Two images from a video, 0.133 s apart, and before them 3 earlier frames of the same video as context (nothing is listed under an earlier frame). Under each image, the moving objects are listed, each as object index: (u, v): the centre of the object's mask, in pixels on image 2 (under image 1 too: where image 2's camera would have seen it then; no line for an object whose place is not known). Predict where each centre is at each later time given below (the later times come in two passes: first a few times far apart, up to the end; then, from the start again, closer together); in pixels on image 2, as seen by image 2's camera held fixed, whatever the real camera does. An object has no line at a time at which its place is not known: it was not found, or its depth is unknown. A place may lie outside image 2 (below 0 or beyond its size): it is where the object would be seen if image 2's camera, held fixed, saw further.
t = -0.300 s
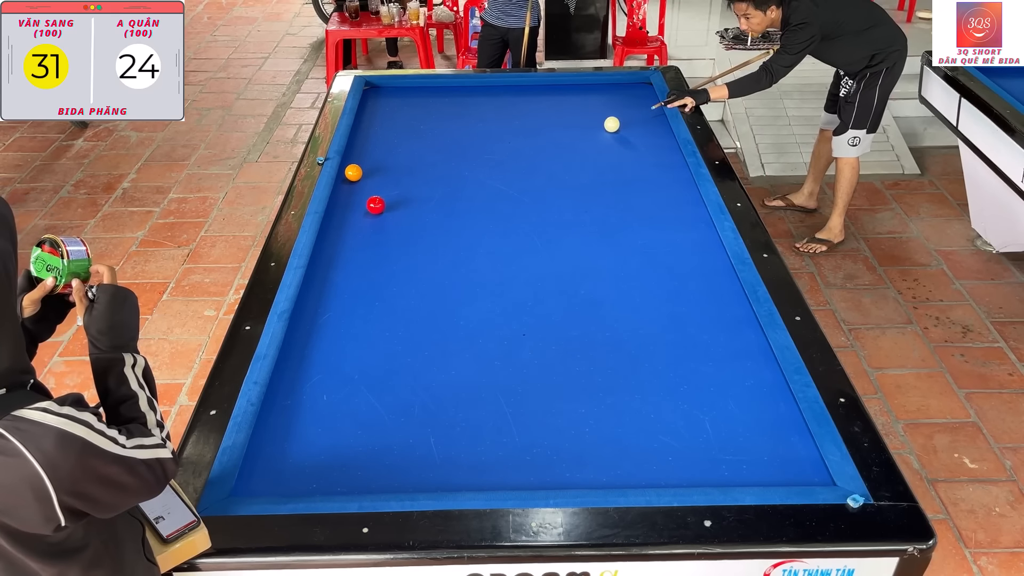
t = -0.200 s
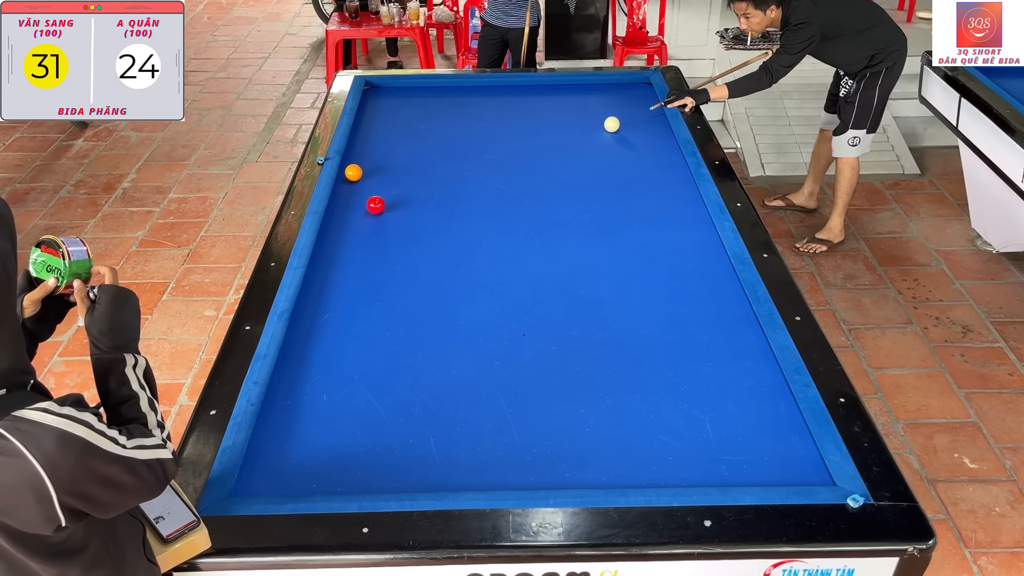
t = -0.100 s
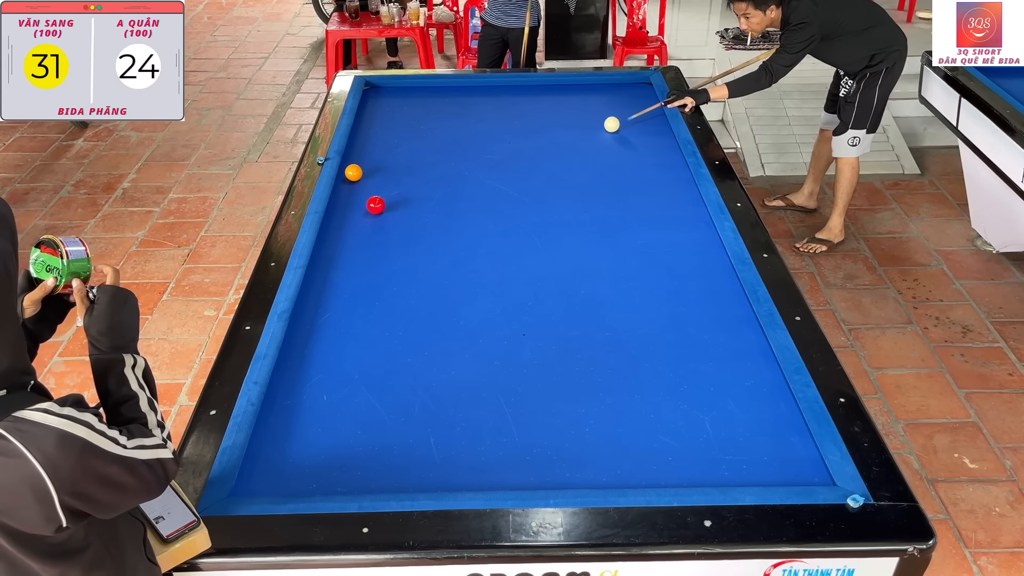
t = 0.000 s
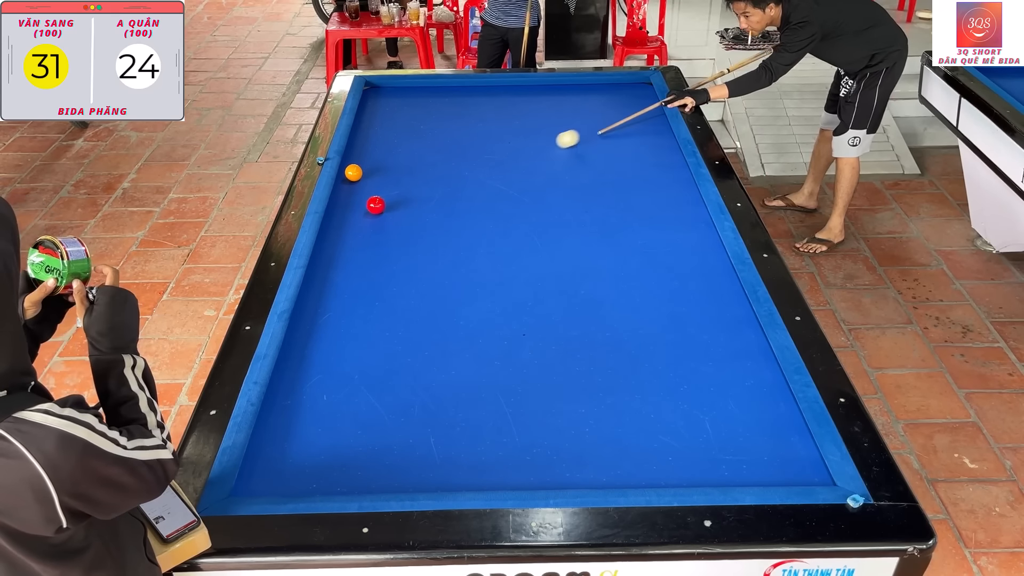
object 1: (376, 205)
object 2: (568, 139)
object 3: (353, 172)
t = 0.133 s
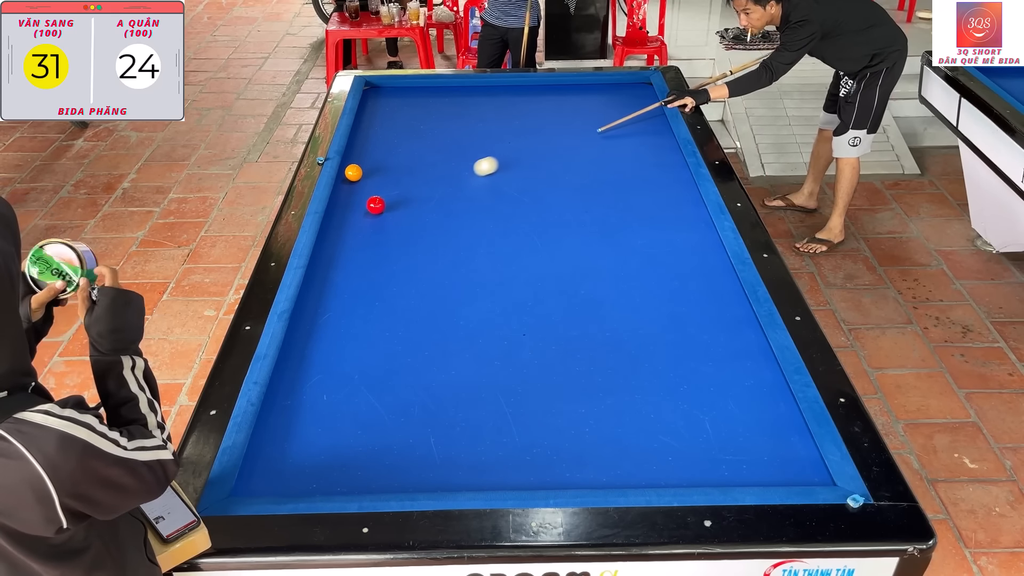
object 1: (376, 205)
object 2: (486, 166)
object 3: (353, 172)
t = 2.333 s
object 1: (681, 322)
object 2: (368, 158)
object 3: (368, 126)
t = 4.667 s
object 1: (427, 146)
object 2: (377, 149)
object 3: (385, 95)
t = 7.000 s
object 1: (387, 93)
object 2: (377, 149)
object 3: (399, 84)
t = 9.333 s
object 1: (388, 94)
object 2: (377, 149)
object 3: (405, 84)
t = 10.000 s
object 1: (388, 94)
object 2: (377, 149)
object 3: (405, 84)
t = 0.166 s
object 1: (376, 205)
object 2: (465, 173)
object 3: (353, 172)
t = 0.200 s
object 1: (376, 205)
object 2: (443, 180)
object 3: (353, 172)
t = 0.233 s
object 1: (376, 205)
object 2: (422, 187)
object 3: (353, 172)
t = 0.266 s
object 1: (376, 205)
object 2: (400, 194)
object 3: (353, 172)
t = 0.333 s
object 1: (350, 219)
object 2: (380, 196)
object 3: (353, 172)
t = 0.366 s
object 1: (333, 228)
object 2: (375, 194)
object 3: (353, 172)
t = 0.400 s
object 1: (330, 236)
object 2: (371, 192)
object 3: (353, 172)
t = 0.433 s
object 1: (341, 243)
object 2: (367, 191)
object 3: (353, 172)
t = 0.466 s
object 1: (352, 250)
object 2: (363, 189)
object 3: (353, 172)
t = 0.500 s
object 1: (362, 257)
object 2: (361, 187)
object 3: (353, 172)
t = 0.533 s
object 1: (372, 264)
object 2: (358, 186)
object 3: (353, 171)
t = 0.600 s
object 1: (393, 278)
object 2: (354, 182)
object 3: (353, 170)
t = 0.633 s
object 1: (403, 286)
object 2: (353, 180)
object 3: (354, 169)
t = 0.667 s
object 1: (413, 293)
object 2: (352, 180)
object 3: (354, 168)
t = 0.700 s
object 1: (422, 300)
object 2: (350, 180)
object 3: (354, 167)
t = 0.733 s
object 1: (432, 307)
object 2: (349, 179)
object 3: (353, 167)
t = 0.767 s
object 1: (441, 315)
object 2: (348, 179)
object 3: (353, 166)
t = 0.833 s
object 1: (460, 330)
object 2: (346, 178)
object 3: (353, 164)
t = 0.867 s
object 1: (470, 337)
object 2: (345, 178)
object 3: (353, 163)
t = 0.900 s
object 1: (480, 345)
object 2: (345, 177)
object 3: (353, 162)
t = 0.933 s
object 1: (490, 354)
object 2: (346, 177)
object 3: (353, 161)
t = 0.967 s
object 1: (501, 362)
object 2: (346, 176)
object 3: (353, 160)
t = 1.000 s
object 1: (511, 370)
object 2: (347, 176)
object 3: (352, 159)
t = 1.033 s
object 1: (522, 379)
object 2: (348, 175)
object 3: (352, 158)
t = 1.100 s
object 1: (545, 398)
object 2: (349, 174)
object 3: (352, 156)
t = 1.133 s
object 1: (557, 407)
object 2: (350, 173)
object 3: (352, 155)
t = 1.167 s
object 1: (570, 417)
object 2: (351, 173)
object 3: (352, 154)
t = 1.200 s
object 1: (582, 427)
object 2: (351, 172)
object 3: (352, 153)
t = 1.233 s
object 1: (595, 437)
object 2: (352, 172)
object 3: (352, 152)
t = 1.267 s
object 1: (609, 448)
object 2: (353, 171)
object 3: (353, 151)
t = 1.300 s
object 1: (623, 459)
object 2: (353, 171)
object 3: (353, 150)
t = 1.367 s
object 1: (650, 478)
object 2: (355, 170)
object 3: (354, 148)
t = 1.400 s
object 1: (661, 474)
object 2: (355, 169)
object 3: (355, 147)
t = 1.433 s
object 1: (669, 465)
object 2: (356, 169)
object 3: (355, 147)
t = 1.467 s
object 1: (677, 456)
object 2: (356, 169)
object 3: (356, 146)
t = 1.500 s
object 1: (685, 448)
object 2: (357, 168)
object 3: (356, 145)
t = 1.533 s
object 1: (693, 440)
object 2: (357, 168)
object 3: (357, 144)
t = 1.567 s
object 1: (701, 433)
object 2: (358, 167)
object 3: (357, 143)
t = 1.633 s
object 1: (716, 420)
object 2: (359, 166)
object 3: (358, 142)
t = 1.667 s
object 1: (724, 414)
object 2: (360, 166)
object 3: (359, 141)
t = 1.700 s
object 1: (732, 409)
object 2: (360, 165)
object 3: (360, 140)
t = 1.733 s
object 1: (740, 403)
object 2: (361, 165)
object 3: (360, 139)
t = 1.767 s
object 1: (747, 398)
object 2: (361, 165)
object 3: (361, 138)
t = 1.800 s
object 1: (755, 393)
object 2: (362, 164)
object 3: (361, 138)
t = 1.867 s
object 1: (769, 383)
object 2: (363, 163)
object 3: (362, 136)
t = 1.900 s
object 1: (773, 378)
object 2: (363, 163)
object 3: (362, 135)
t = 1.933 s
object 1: (763, 373)
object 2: (364, 163)
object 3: (363, 135)
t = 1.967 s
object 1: (754, 369)
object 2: (364, 162)
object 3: (363, 134)
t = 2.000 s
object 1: (746, 364)
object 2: (364, 162)
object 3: (364, 133)
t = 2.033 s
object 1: (738, 360)
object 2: (365, 161)
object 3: (364, 132)
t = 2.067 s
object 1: (730, 355)
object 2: (365, 161)
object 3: (365, 132)
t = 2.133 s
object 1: (717, 346)
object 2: (366, 160)
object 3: (366, 130)
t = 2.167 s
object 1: (711, 342)
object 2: (366, 160)
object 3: (366, 130)
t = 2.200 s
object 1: (705, 338)
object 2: (367, 159)
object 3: (366, 129)
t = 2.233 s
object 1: (699, 334)
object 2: (367, 159)
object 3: (367, 128)
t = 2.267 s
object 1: (693, 330)
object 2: (367, 159)
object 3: (367, 127)
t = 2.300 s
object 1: (687, 326)
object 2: (368, 158)
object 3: (368, 127)
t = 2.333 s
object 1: (681, 322)
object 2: (368, 158)
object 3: (368, 126)
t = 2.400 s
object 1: (670, 314)
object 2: (369, 157)
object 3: (369, 125)
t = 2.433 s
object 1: (665, 311)
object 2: (369, 157)
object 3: (369, 124)
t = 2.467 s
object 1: (659, 307)
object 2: (369, 157)
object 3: (370, 124)
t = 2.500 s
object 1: (654, 303)
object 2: (369, 156)
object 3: (370, 123)
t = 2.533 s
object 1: (649, 300)
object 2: (370, 156)
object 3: (370, 122)
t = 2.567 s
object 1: (643, 296)
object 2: (370, 156)
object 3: (371, 122)
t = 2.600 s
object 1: (638, 293)
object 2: (370, 155)
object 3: (371, 121)
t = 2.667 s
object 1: (628, 286)
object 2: (371, 155)
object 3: (372, 120)
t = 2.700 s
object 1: (624, 283)
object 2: (371, 154)
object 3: (372, 119)
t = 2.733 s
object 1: (619, 279)
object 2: (371, 154)
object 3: (373, 119)
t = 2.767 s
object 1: (614, 276)
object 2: (371, 154)
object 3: (373, 118)
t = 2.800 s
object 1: (609, 273)
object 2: (371, 154)
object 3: (373, 118)
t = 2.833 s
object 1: (605, 270)
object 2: (372, 154)
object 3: (374, 117)
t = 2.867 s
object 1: (601, 267)
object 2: (372, 153)
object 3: (374, 116)
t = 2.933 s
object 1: (592, 261)
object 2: (372, 153)
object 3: (375, 115)
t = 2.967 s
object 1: (587, 258)
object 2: (373, 153)
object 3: (375, 115)
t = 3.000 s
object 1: (583, 255)
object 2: (373, 152)
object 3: (375, 114)
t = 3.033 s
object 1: (579, 252)
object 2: (373, 152)
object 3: (376, 114)
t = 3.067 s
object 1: (575, 249)
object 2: (373, 152)
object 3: (376, 113)
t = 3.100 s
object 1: (571, 246)
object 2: (373, 152)
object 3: (376, 113)
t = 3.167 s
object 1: (563, 241)
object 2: (374, 151)
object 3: (377, 112)
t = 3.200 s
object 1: (559, 238)
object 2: (374, 151)
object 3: (377, 111)
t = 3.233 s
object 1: (555, 236)
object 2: (374, 151)
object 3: (377, 111)
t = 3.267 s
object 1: (551, 233)
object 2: (374, 151)
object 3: (378, 110)
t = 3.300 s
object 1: (548, 230)
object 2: (375, 151)
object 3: (378, 110)
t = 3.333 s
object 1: (544, 228)
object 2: (375, 151)
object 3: (378, 109)
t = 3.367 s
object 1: (540, 225)
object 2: (375, 150)
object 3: (379, 109)
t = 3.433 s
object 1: (533, 220)
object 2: (375, 150)
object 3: (379, 108)
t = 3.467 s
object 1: (530, 218)
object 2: (375, 150)
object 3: (379, 108)
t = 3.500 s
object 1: (526, 216)
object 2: (376, 150)
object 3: (379, 107)
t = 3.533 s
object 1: (523, 213)
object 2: (376, 150)
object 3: (380, 106)
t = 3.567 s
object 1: (520, 211)
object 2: (376, 150)
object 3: (380, 106)
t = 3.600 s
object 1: (516, 209)
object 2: (376, 150)
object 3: (380, 106)
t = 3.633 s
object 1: (513, 206)
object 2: (376, 149)
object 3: (380, 105)
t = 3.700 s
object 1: (507, 202)
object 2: (376, 149)
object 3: (381, 105)
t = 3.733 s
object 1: (503, 200)
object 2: (376, 149)
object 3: (381, 104)
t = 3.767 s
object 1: (500, 198)
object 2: (376, 149)
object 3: (381, 104)
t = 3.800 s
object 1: (497, 195)
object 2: (376, 149)
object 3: (381, 103)
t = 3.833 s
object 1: (494, 193)
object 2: (376, 149)
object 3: (382, 103)
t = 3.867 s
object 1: (491, 191)
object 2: (376, 149)
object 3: (382, 103)
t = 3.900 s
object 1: (488, 189)
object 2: (376, 149)
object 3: (382, 102)
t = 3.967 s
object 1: (482, 185)
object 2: (377, 149)
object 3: (382, 101)
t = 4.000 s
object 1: (479, 183)
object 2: (377, 149)
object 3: (382, 101)
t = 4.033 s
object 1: (476, 181)
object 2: (377, 149)
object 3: (383, 101)
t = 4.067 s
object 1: (473, 179)
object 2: (377, 149)
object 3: (383, 100)
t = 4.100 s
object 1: (471, 177)
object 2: (377, 149)
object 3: (383, 100)
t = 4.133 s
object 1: (468, 175)
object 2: (377, 149)
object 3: (383, 100)
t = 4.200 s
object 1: (462, 171)
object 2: (376, 149)
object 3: (383, 99)
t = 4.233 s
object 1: (460, 169)
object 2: (376, 149)
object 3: (383, 99)
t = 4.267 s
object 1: (457, 167)
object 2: (377, 149)
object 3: (384, 98)
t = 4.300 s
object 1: (454, 165)
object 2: (376, 149)
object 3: (384, 98)
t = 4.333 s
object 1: (452, 163)
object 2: (376, 149)
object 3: (384, 98)
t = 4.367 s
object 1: (449, 162)
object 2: (376, 149)
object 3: (384, 97)
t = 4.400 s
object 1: (446, 160)
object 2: (376, 149)
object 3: (384, 97)
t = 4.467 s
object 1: (441, 156)
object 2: (377, 149)
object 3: (384, 96)
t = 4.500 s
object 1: (439, 155)
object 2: (376, 149)
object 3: (385, 96)
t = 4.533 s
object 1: (437, 153)
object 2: (377, 149)
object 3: (385, 96)
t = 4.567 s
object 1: (434, 151)
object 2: (377, 149)
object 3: (385, 95)
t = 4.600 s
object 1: (432, 150)
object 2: (377, 149)
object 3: (385, 95)
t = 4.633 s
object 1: (429, 148)
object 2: (376, 149)
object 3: (385, 95)
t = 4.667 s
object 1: (427, 146)
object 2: (377, 149)
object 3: (385, 95)
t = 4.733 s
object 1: (422, 143)
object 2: (377, 149)
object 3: (385, 94)
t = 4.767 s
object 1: (420, 141)
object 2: (377, 149)
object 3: (385, 94)
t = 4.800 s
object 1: (418, 140)
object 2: (376, 149)
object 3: (385, 93)
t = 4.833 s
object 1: (415, 138)
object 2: (376, 149)
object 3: (386, 93)
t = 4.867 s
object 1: (413, 137)
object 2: (377, 149)
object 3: (386, 93)
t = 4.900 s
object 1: (411, 135)
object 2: (377, 149)
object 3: (386, 93)
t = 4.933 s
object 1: (409, 134)
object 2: (377, 149)
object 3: (386, 93)
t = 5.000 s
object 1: (404, 131)
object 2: (377, 149)
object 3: (386, 92)
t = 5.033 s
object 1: (403, 129)
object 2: (377, 149)
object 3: (386, 92)
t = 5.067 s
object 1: (400, 128)
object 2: (377, 149)
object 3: (386, 92)
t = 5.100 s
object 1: (398, 126)
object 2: (377, 149)
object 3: (386, 91)
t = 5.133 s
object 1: (396, 125)
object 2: (377, 149)
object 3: (386, 91)
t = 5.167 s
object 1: (394, 123)
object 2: (377, 149)
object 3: (386, 91)
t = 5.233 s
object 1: (390, 121)
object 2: (377, 149)
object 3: (386, 91)
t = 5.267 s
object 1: (388, 120)
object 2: (377, 149)
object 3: (386, 90)
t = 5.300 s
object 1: (386, 118)
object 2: (377, 149)
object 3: (386, 90)
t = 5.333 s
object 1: (384, 117)
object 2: (377, 149)
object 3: (386, 90)
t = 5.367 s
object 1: (382, 115)
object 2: (377, 149)
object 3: (386, 90)
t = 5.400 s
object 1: (380, 114)
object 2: (377, 149)
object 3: (386, 90)
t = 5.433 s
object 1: (378, 113)
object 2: (377, 149)
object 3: (386, 89)
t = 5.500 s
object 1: (375, 110)
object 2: (377, 149)
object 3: (386, 89)
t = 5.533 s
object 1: (373, 109)
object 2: (377, 149)
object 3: (386, 89)
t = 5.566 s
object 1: (371, 108)
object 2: (377, 149)
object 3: (386, 89)
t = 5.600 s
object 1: (369, 106)
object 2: (377, 149)
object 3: (386, 89)
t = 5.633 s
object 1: (368, 105)
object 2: (377, 149)
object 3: (386, 89)
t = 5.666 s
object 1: (366, 104)
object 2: (377, 149)
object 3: (386, 88)
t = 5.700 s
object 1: (367, 103)
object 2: (377, 149)
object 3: (386, 88)
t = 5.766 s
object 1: (370, 101)
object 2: (377, 149)
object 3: (386, 88)
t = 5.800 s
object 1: (371, 100)
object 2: (377, 149)
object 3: (386, 88)
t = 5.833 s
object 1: (373, 99)
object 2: (377, 149)
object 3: (386, 88)
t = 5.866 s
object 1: (374, 98)
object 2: (377, 149)
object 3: (386, 88)
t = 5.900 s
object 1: (375, 97)
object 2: (377, 149)
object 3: (386, 87)
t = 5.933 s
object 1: (376, 96)
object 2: (377, 149)
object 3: (387, 87)
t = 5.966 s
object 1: (377, 96)
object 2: (377, 149)
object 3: (387, 87)
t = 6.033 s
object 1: (380, 94)
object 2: (377, 149)
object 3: (387, 86)
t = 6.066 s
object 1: (381, 93)
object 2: (377, 149)
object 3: (388, 86)
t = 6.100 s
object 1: (382, 92)
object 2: (377, 149)
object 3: (388, 85)
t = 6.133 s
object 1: (383, 92)
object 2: (377, 149)
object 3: (388, 84)
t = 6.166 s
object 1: (383, 92)
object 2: (377, 149)
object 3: (389, 84)
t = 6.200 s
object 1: (384, 92)
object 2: (377, 149)
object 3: (389, 83)
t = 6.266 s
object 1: (385, 91)
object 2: (377, 149)
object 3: (390, 83)
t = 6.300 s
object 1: (385, 91)
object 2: (377, 149)
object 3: (390, 83)
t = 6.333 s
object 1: (386, 91)
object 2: (377, 149)
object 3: (391, 83)
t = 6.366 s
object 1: (386, 91)
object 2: (377, 149)
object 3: (391, 83)
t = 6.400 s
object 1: (386, 91)
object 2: (377, 149)
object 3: (392, 84)
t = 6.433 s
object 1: (386, 91)
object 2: (377, 149)
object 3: (393, 83)
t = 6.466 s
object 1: (386, 91)
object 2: (377, 149)
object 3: (393, 84)
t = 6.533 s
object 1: (386, 91)
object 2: (377, 149)
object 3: (394, 84)
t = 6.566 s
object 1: (386, 91)
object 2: (377, 149)
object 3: (394, 84)
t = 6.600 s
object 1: (387, 91)
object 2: (377, 149)
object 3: (395, 84)
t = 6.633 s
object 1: (387, 92)
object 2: (377, 149)
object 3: (395, 84)
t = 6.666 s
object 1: (387, 92)
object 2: (377, 149)
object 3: (395, 84)
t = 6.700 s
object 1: (387, 92)
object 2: (377, 149)
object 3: (396, 84)
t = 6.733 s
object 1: (387, 92)
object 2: (377, 149)
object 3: (396, 84)
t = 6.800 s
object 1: (387, 92)
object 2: (377, 149)
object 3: (397, 84)
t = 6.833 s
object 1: (387, 92)
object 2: (377, 149)
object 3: (397, 84)
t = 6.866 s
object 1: (387, 92)
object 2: (377, 149)
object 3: (398, 84)
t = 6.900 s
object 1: (387, 92)
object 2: (377, 149)
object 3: (398, 84)
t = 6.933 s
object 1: (387, 92)
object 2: (377, 149)
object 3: (399, 84)
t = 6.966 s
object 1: (387, 92)
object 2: (377, 149)
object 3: (399, 84)
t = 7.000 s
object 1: (387, 93)
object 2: (377, 149)
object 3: (399, 84)
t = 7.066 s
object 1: (387, 93)
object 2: (377, 149)
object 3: (400, 84)
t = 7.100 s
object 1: (387, 93)
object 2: (377, 149)
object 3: (400, 84)
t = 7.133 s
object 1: (387, 93)
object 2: (377, 149)
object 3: (401, 84)
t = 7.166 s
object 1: (387, 93)
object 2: (377, 149)
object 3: (401, 84)
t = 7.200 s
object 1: (387, 93)
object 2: (377, 149)
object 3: (402, 84)
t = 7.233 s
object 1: (387, 93)
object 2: (377, 149)
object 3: (402, 84)
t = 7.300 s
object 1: (387, 93)
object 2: (377, 149)
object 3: (402, 84)
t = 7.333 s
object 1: (387, 94)
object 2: (376, 149)
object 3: (403, 84)
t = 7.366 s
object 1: (387, 94)
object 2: (377, 149)
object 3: (403, 84)
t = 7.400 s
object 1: (387, 94)
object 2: (377, 149)
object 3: (403, 84)
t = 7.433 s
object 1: (387, 94)
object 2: (377, 149)
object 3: (403, 84)
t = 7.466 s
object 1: (387, 94)
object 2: (377, 149)
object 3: (404, 84)
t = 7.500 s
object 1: (387, 94)
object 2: (377, 149)
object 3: (404, 84)
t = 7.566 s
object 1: (387, 94)
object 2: (377, 149)
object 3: (404, 84)
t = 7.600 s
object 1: (387, 94)
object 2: (377, 149)
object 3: (404, 84)
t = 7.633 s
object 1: (387, 94)
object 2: (377, 149)
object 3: (405, 84)
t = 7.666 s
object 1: (387, 94)
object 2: (377, 149)
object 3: (405, 84)
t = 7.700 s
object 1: (387, 94)
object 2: (377, 149)
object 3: (405, 84)
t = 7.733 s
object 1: (387, 94)
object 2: (377, 149)
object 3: (405, 84)
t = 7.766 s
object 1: (387, 94)
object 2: (377, 149)
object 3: (405, 84)
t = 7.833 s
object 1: (387, 94)
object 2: (377, 149)
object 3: (405, 84)
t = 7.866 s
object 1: (388, 94)
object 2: (377, 149)
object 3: (405, 84)
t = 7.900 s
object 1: (388, 94)
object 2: (377, 149)
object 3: (405, 84)
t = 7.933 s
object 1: (388, 94)
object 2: (377, 149)
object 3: (405, 84)
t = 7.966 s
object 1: (388, 94)
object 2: (377, 149)
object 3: (405, 84)
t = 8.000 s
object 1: (388, 94)
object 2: (377, 149)
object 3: (405, 84)
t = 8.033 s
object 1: (388, 94)
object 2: (377, 149)
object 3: (405, 84)
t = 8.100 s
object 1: (388, 94)
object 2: (377, 149)
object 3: (405, 84)
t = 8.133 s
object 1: (388, 94)
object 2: (377, 149)
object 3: (405, 84)
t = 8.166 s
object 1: (388, 94)
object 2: (377, 149)
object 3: (405, 84)
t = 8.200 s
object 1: (388, 94)
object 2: (377, 149)
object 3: (405, 84)
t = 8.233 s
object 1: (388, 94)
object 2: (377, 149)
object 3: (405, 84)
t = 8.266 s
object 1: (388, 94)
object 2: (377, 149)
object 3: (405, 84)
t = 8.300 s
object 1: (388, 94)
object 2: (377, 149)
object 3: (405, 84)
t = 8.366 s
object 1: (388, 94)
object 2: (377, 149)
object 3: (405, 84)
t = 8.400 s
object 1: (388, 94)
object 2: (377, 149)
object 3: (405, 84)
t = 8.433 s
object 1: (388, 94)
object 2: (377, 149)
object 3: (405, 84)
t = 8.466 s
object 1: (388, 94)
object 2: (376, 149)
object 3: (405, 84)
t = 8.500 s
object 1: (388, 94)
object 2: (377, 149)
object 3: (405, 84)
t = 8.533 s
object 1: (388, 94)
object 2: (377, 149)
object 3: (405, 84)
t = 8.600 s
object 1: (388, 94)
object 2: (377, 149)
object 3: (405, 84)
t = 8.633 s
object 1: (388, 94)
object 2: (377, 149)
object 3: (405, 84)
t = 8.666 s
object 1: (388, 94)
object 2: (377, 149)
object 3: (405, 84)
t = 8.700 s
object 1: (388, 94)
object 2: (377, 149)
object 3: (405, 84)
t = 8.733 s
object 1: (388, 94)
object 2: (377, 149)
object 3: (405, 84)
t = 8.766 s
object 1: (388, 94)
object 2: (377, 149)
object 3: (405, 84)
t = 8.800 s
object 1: (388, 94)
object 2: (377, 149)
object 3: (405, 84)
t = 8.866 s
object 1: (388, 94)
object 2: (377, 149)
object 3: (405, 84)
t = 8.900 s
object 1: (388, 94)
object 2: (377, 149)
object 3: (405, 84)
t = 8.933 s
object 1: (388, 94)
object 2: (377, 149)
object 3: (405, 84)
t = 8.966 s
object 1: (388, 94)
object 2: (377, 149)
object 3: (405, 84)
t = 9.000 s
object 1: (388, 94)
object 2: (377, 149)
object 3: (405, 84)
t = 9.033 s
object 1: (388, 94)
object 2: (377, 149)
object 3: (405, 84)
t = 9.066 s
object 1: (388, 94)
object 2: (377, 149)
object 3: (405, 84)
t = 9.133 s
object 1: (388, 94)
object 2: (377, 149)
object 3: (405, 84)
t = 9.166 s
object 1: (388, 94)
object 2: (377, 149)
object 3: (405, 84)
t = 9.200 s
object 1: (388, 94)
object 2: (377, 149)
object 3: (405, 84)
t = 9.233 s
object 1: (388, 94)
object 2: (377, 149)
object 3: (405, 84)
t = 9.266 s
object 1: (388, 94)
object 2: (377, 149)
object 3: (405, 84)
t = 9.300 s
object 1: (388, 94)
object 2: (377, 149)
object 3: (405, 84)
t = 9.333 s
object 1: (388, 94)
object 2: (377, 149)
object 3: (405, 84)
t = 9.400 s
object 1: (388, 94)
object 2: (377, 149)
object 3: (405, 84)
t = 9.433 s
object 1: (388, 94)
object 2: (377, 149)
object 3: (405, 84)
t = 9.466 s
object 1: (388, 94)
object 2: (377, 149)
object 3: (405, 84)
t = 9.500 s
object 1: (388, 94)
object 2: (377, 149)
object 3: (405, 84)
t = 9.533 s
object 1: (388, 94)
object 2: (377, 149)
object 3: (405, 84)
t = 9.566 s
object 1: (388, 94)
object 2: (377, 149)
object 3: (405, 84)
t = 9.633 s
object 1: (388, 94)
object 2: (377, 149)
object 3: (405, 84)
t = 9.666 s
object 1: (388, 94)
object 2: (377, 149)
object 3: (405, 84)
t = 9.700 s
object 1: (388, 94)
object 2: (377, 149)
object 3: (405, 84)
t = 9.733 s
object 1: (388, 94)
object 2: (377, 149)
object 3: (405, 84)
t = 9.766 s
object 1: (388, 94)
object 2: (377, 149)
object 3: (405, 84)
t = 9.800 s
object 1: (388, 94)
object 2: (377, 149)
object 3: (405, 84)
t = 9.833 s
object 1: (388, 94)
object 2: (377, 149)
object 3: (405, 84)
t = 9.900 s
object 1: (388, 94)
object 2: (377, 149)
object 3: (405, 84)
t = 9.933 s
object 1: (388, 94)
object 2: (377, 149)
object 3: (405, 84)
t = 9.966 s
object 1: (388, 94)
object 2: (377, 149)
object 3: (405, 84)
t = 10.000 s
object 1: (388, 94)
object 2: (377, 149)
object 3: (405, 84)
